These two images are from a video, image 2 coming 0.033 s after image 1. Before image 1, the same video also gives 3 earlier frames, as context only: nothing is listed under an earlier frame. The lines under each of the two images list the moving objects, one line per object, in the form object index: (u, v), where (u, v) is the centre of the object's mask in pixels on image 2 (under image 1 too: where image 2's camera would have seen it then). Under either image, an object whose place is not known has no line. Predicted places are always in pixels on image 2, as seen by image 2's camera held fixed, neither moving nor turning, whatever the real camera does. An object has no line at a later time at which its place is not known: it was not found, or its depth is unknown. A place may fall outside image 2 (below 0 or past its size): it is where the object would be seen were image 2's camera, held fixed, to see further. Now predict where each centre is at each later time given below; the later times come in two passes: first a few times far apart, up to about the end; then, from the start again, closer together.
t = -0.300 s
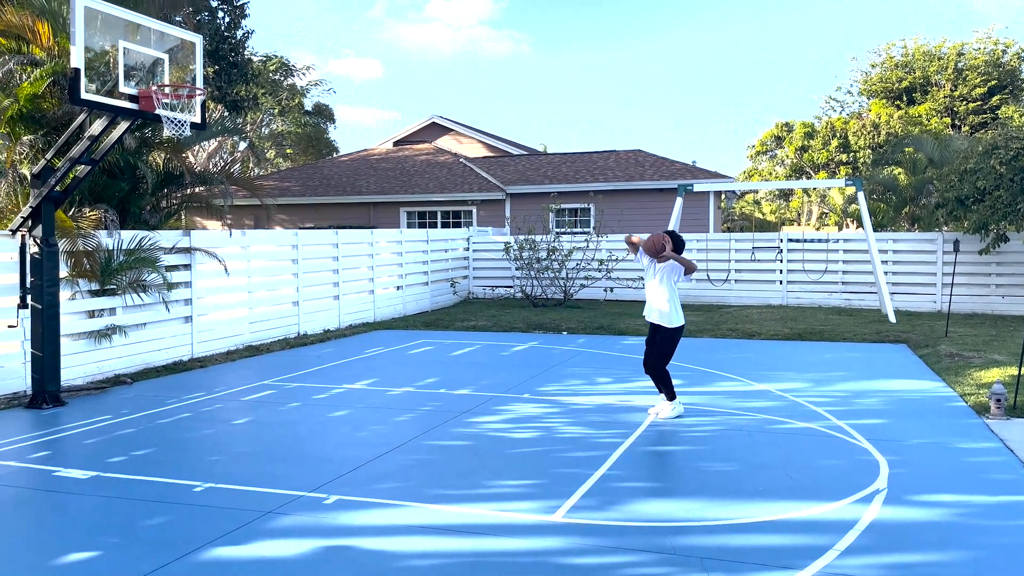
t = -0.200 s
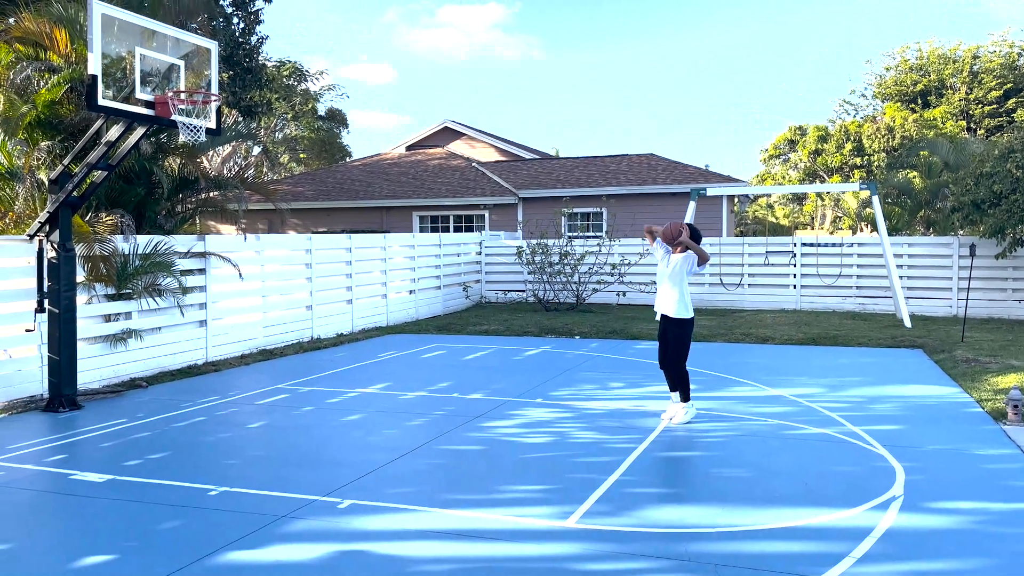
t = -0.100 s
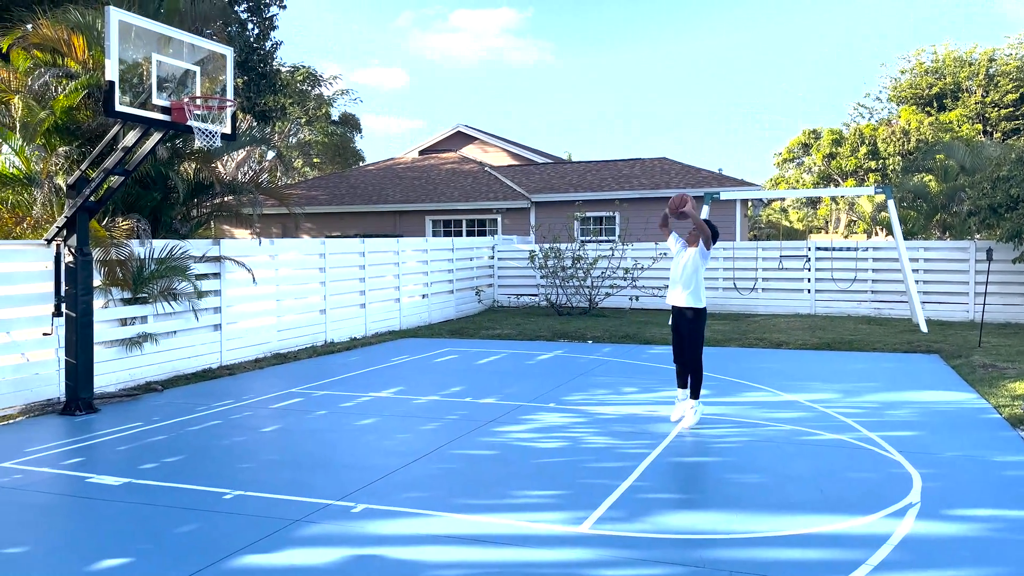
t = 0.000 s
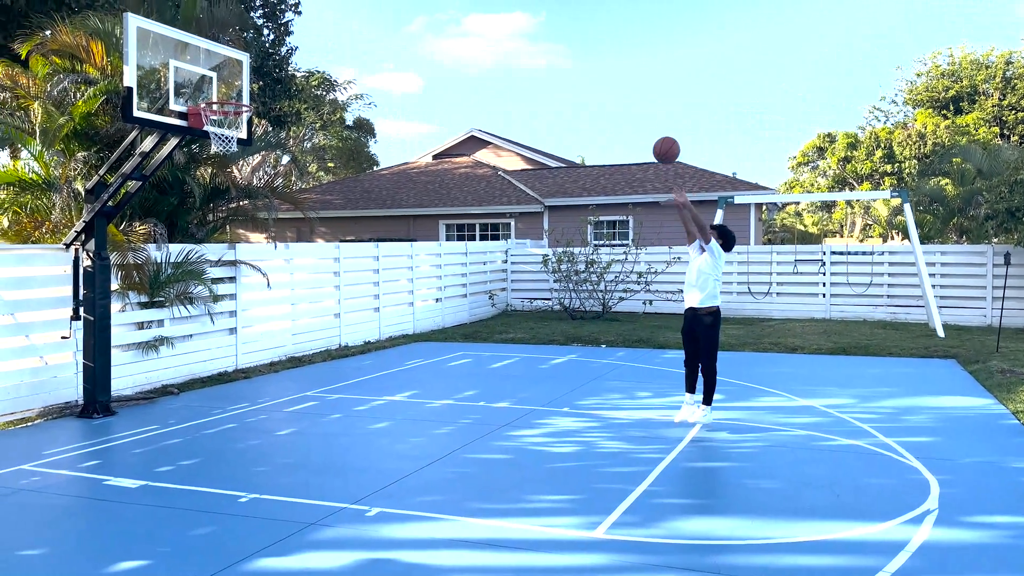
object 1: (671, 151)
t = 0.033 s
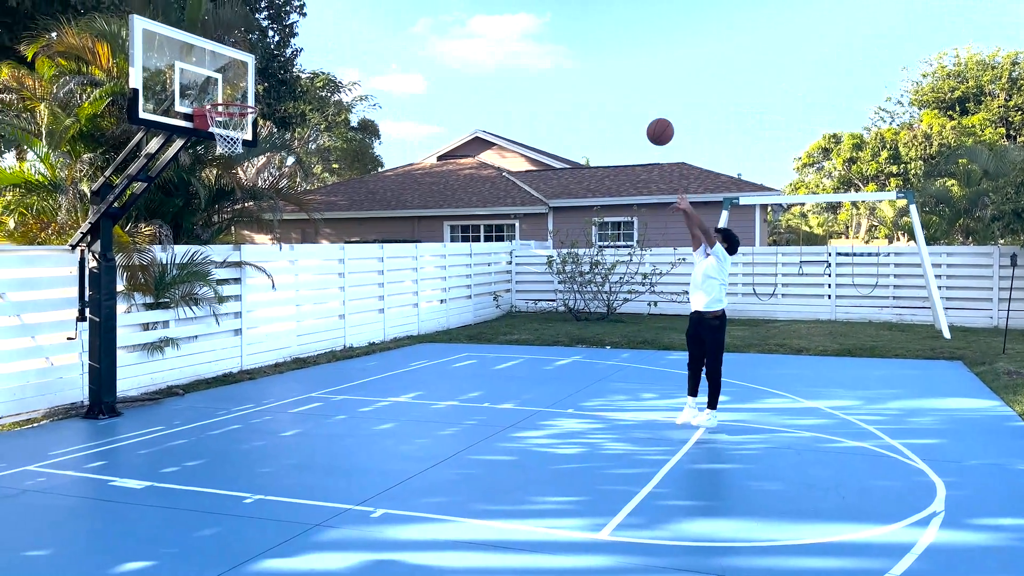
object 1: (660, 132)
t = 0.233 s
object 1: (593, 40)
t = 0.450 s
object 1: (518, -4)
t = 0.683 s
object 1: (436, 3)
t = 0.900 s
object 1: (360, 71)
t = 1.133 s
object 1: (281, 207)
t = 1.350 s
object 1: (206, 390)
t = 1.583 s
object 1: (150, 340)
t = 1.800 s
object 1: (103, 253)
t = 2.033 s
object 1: (55, 222)
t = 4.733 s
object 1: (-304, 481)
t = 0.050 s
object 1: (655, 122)
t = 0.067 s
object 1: (649, 113)
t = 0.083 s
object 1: (644, 105)
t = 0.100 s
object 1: (638, 96)
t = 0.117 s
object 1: (633, 88)
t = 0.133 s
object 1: (627, 80)
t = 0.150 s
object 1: (621, 73)
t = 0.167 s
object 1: (616, 66)
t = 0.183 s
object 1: (610, 59)
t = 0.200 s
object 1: (605, 53)
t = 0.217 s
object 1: (599, 46)
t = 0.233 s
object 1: (593, 40)
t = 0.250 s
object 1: (588, 35)
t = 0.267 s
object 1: (582, 30)
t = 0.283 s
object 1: (576, 25)
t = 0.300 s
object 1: (570, 20)
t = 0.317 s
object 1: (565, 16)
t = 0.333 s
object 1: (559, 12)
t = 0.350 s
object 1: (553, 8)
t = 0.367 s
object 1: (547, 5)
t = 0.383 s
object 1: (541, 2)
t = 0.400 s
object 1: (536, 0)
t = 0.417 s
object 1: (530, -2)
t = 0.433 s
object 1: (524, -3)
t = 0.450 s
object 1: (518, -4)
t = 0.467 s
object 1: (512, -5)
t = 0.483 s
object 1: (506, -6)
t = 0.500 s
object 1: (501, -6)
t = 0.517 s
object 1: (495, -7)
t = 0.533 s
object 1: (489, -7)
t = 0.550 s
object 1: (483, -8)
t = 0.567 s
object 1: (477, -8)
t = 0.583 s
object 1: (471, -7)
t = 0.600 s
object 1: (466, -7)
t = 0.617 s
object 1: (460, -6)
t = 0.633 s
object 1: (454, -5)
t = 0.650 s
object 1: (448, -2)
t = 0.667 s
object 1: (442, 0)
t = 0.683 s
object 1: (436, 3)
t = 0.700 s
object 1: (430, 6)
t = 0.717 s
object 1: (425, 10)
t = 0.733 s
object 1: (419, 14)
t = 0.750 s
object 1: (413, 18)
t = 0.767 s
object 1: (407, 22)
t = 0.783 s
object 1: (401, 27)
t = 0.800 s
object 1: (395, 33)
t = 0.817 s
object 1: (390, 38)
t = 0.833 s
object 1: (384, 44)
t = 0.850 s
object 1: (378, 51)
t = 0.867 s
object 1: (372, 57)
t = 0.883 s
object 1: (366, 64)
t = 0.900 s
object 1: (360, 71)
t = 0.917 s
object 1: (355, 79)
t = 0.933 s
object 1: (349, 87)
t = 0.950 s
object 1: (343, 95)
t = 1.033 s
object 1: (315, 142)
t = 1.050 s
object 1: (311, 152)
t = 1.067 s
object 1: (303, 162)
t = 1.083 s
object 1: (298, 173)
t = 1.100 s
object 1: (293, 184)
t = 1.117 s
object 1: (287, 196)
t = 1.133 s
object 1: (281, 207)
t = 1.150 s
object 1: (276, 219)
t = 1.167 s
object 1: (269, 232)
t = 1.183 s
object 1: (264, 245)
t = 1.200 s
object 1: (258, 258)
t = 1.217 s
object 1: (252, 271)
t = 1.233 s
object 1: (247, 285)
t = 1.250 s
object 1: (241, 299)
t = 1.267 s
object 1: (235, 314)
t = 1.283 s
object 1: (229, 328)
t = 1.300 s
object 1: (224, 343)
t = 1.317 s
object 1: (218, 358)
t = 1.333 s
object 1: (212, 373)
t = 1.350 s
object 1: (206, 390)
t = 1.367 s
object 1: (200, 406)
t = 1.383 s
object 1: (194, 423)
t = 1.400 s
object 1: (188, 440)
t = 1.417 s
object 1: (184, 445)
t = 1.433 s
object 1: (180, 433)
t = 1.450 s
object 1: (177, 422)
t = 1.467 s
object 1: (174, 410)
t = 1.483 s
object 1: (171, 400)
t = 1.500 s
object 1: (167, 389)
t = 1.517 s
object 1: (164, 378)
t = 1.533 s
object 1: (160, 369)
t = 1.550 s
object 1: (157, 359)
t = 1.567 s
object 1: (153, 349)
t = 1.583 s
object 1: (150, 340)
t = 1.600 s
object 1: (147, 332)
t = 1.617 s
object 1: (143, 324)
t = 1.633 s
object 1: (140, 316)
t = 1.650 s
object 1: (136, 307)
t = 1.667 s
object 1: (132, 300)
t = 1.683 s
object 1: (128, 293)
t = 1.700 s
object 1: (125, 286)
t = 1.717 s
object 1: (121, 280)
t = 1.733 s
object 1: (117, 274)
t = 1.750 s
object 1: (114, 267)
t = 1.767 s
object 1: (110, 263)
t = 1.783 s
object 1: (106, 257)
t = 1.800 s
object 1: (103, 253)
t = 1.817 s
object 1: (100, 248)
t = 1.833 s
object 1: (97, 244)
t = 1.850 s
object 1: (92, 240)
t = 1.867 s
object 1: (89, 237)
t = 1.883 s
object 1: (86, 234)
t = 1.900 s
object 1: (83, 232)
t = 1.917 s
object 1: (78, 229)
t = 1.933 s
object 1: (76, 227)
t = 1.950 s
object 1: (72, 225)
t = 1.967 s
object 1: (68, 223)
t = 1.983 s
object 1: (65, 222)
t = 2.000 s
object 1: (62, 222)
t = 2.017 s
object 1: (58, 221)
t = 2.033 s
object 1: (55, 222)
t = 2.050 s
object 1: (53, 222)
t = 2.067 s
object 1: (47, 222)
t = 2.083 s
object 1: (44, 224)
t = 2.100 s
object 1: (40, 224)
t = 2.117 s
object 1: (38, 226)
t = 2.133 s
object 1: (33, 229)
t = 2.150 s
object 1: (31, 230)
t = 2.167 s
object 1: (26, 233)
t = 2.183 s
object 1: (22, 236)
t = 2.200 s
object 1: (18, 240)
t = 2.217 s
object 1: (15, 243)
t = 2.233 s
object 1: (11, 248)
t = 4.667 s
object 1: (-301, 478)
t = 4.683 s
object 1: (-302, 479)
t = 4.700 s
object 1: (-302, 479)
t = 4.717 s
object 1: (-303, 480)
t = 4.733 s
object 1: (-304, 481)
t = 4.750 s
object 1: (-305, 483)
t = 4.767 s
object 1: (-305, 485)
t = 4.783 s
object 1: (-306, 487)
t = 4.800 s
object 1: (-306, 486)
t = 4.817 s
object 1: (-307, 485)
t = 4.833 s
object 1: (-308, 484)
